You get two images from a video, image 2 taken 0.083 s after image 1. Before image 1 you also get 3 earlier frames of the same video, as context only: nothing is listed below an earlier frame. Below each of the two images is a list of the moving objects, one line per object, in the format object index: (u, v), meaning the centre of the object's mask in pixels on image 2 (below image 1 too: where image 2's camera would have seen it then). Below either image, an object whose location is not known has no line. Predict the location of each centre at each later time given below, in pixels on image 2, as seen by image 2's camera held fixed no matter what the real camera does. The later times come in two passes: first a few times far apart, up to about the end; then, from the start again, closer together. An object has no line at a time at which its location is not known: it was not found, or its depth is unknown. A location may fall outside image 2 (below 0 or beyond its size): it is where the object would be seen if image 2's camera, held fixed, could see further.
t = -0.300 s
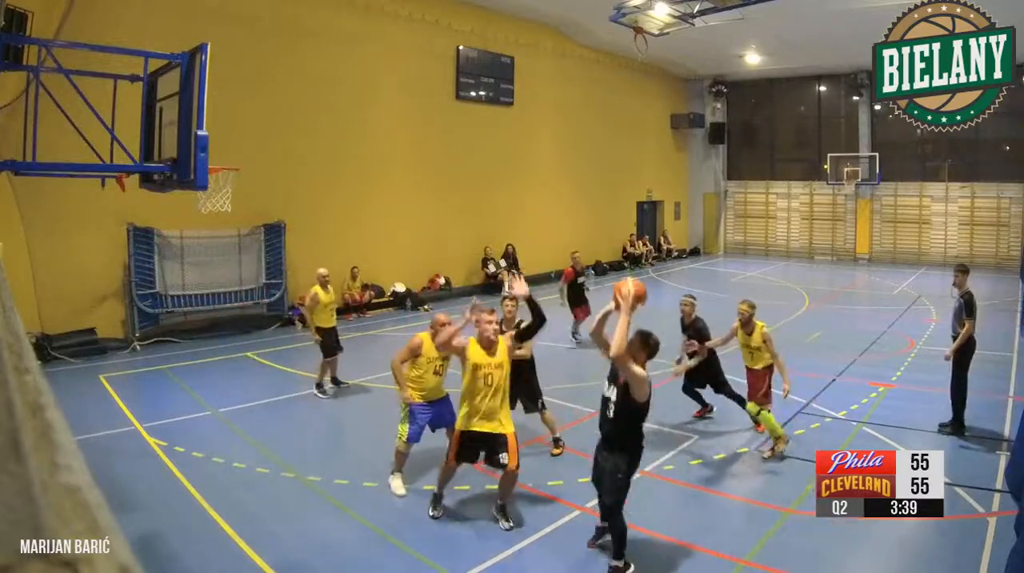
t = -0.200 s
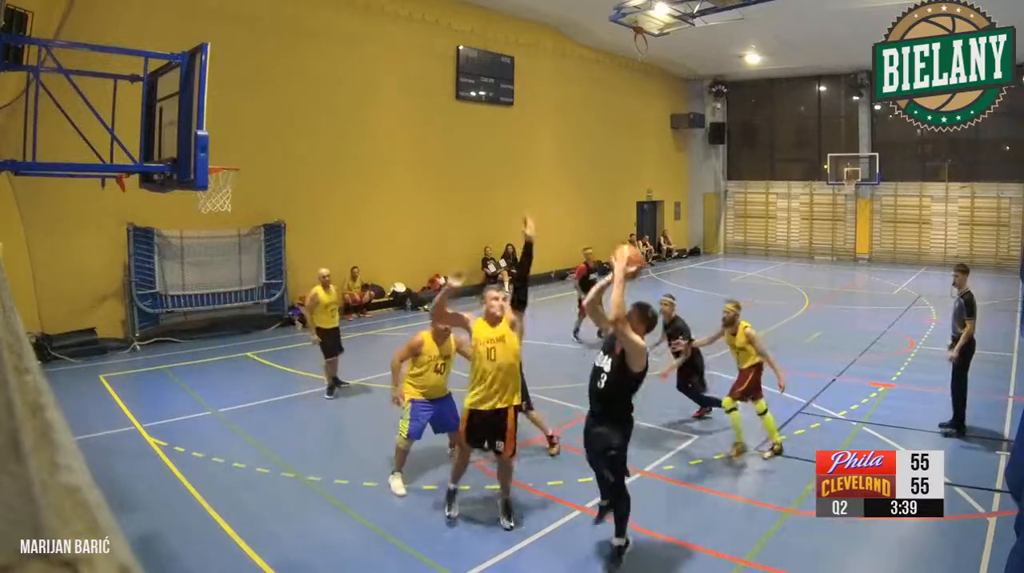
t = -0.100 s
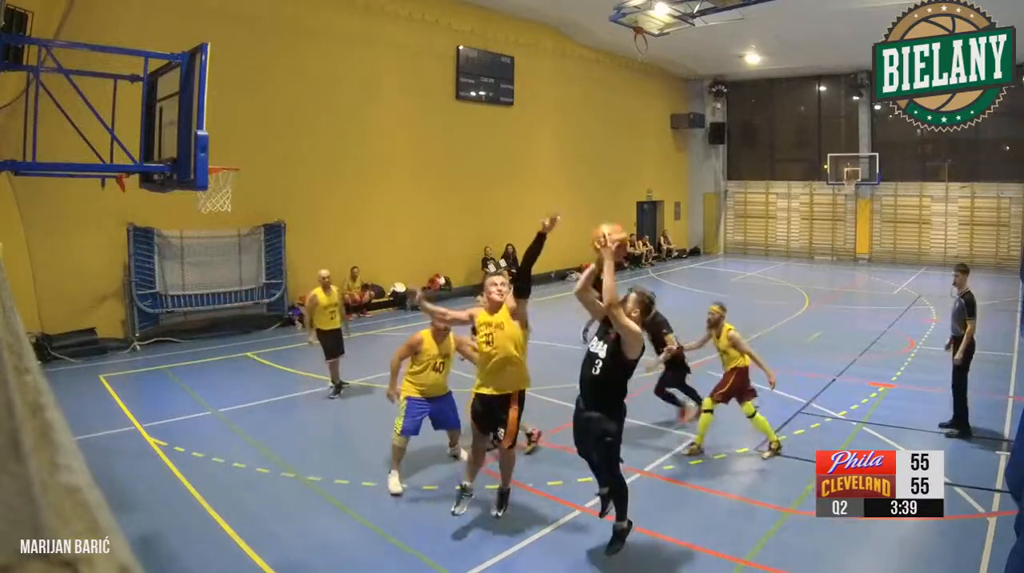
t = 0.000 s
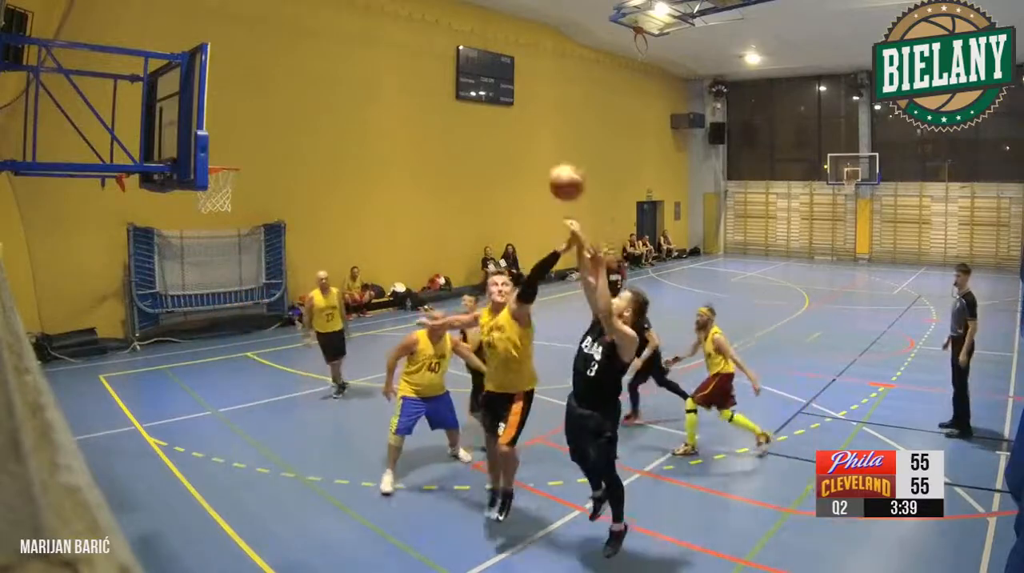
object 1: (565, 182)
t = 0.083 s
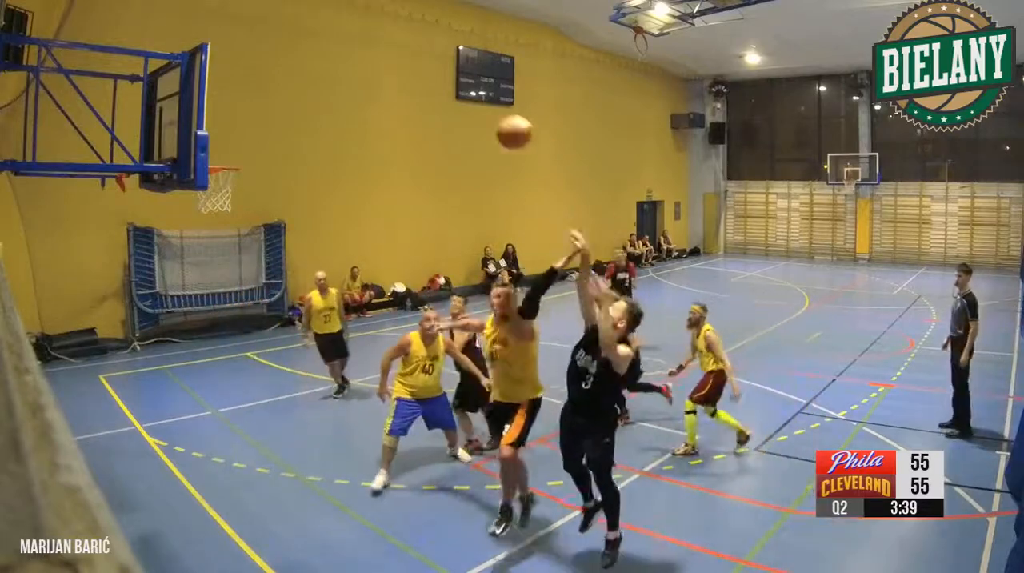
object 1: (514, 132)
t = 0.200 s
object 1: (444, 78)
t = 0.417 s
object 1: (331, 38)
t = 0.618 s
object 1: (238, 56)
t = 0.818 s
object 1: (215, 116)
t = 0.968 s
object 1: (224, 177)
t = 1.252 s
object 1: (187, 281)
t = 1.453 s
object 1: (172, 408)
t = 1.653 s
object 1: (154, 452)
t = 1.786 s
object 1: (128, 387)
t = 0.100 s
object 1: (503, 122)
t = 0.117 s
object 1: (493, 114)
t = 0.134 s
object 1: (484, 107)
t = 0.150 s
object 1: (474, 98)
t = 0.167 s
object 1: (464, 91)
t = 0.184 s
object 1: (455, 85)
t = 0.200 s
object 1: (444, 78)
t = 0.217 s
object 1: (435, 73)
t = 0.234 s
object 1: (427, 68)
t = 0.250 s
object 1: (416, 63)
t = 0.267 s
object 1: (408, 59)
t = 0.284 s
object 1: (400, 55)
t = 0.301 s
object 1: (390, 51)
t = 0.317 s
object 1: (382, 48)
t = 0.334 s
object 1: (373, 46)
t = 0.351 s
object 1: (364, 43)
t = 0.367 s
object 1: (356, 42)
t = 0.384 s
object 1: (348, 41)
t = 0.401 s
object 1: (339, 39)
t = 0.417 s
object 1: (331, 38)
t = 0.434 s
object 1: (323, 38)
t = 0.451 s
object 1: (315, 38)
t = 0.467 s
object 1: (308, 38)
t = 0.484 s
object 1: (299, 39)
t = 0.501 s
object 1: (290, 40)
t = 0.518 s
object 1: (283, 41)
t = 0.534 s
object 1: (275, 42)
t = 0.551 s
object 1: (267, 45)
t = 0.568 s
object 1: (260, 47)
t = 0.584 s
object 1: (252, 49)
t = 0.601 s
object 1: (244, 52)
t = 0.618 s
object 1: (238, 56)
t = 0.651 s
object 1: (223, 63)
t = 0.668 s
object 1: (219, 67)
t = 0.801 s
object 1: (215, 110)
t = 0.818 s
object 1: (215, 116)
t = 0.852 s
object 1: (217, 128)
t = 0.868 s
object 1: (219, 136)
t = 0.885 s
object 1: (220, 143)
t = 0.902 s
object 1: (221, 149)
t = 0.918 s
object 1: (223, 156)
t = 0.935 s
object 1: (226, 165)
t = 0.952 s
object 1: (224, 172)
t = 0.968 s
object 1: (224, 177)
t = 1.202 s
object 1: (191, 257)
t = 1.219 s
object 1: (190, 265)
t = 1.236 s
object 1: (189, 275)
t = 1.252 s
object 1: (187, 281)
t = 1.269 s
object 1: (186, 291)
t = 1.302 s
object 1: (183, 309)
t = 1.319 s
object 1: (180, 319)
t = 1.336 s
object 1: (179, 330)
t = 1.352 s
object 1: (178, 340)
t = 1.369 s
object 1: (178, 349)
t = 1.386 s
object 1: (177, 362)
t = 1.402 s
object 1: (175, 374)
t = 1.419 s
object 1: (174, 384)
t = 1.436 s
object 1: (172, 395)
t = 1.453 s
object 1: (172, 408)
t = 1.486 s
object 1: (171, 432)
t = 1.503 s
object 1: (171, 445)
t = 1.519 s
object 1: (171, 457)
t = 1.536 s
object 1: (171, 470)
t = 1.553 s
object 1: (171, 484)
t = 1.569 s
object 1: (171, 497)
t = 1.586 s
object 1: (168, 493)
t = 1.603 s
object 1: (164, 480)
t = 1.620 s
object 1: (161, 470)
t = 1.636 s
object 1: (158, 463)
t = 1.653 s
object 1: (154, 452)
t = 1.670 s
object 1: (150, 444)
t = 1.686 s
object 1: (147, 434)
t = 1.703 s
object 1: (142, 425)
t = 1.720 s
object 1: (139, 417)
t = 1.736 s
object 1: (137, 409)
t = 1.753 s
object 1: (135, 400)
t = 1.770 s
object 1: (131, 394)
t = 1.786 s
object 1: (128, 387)
